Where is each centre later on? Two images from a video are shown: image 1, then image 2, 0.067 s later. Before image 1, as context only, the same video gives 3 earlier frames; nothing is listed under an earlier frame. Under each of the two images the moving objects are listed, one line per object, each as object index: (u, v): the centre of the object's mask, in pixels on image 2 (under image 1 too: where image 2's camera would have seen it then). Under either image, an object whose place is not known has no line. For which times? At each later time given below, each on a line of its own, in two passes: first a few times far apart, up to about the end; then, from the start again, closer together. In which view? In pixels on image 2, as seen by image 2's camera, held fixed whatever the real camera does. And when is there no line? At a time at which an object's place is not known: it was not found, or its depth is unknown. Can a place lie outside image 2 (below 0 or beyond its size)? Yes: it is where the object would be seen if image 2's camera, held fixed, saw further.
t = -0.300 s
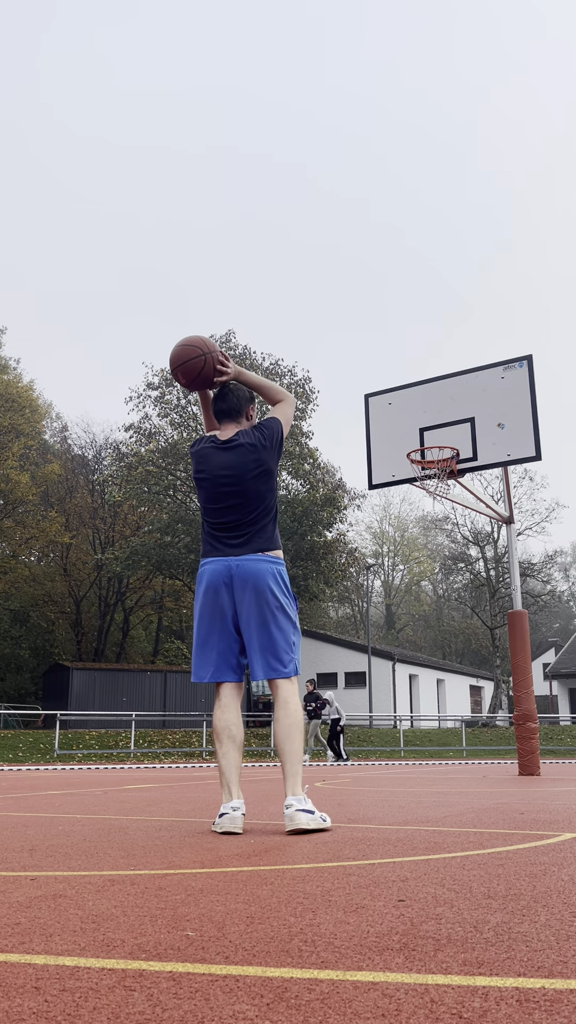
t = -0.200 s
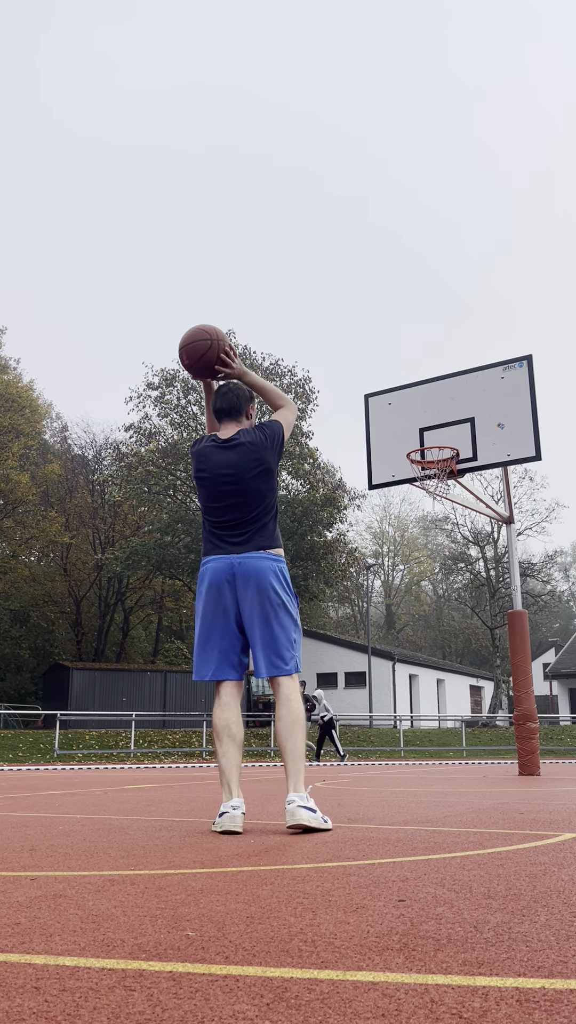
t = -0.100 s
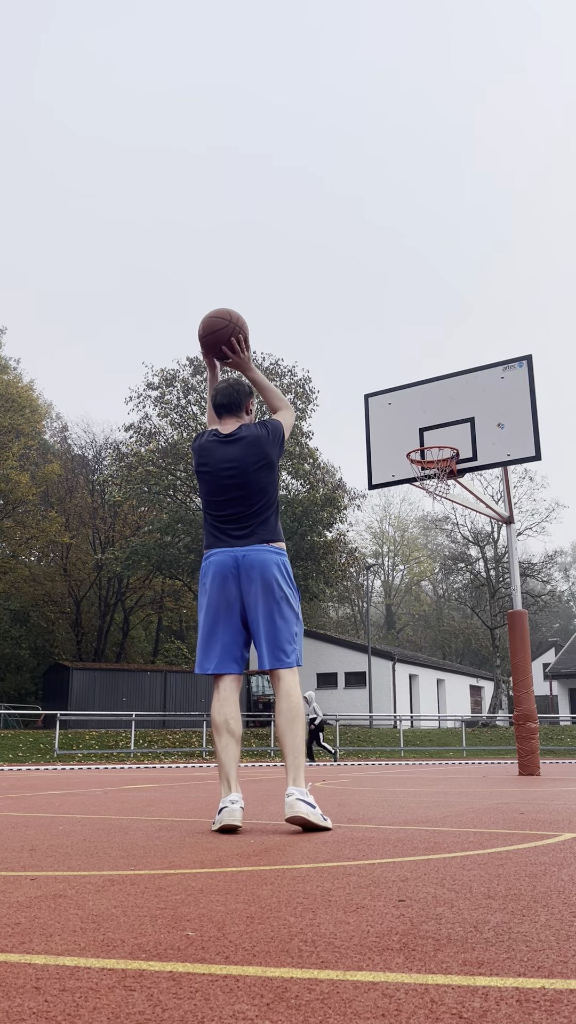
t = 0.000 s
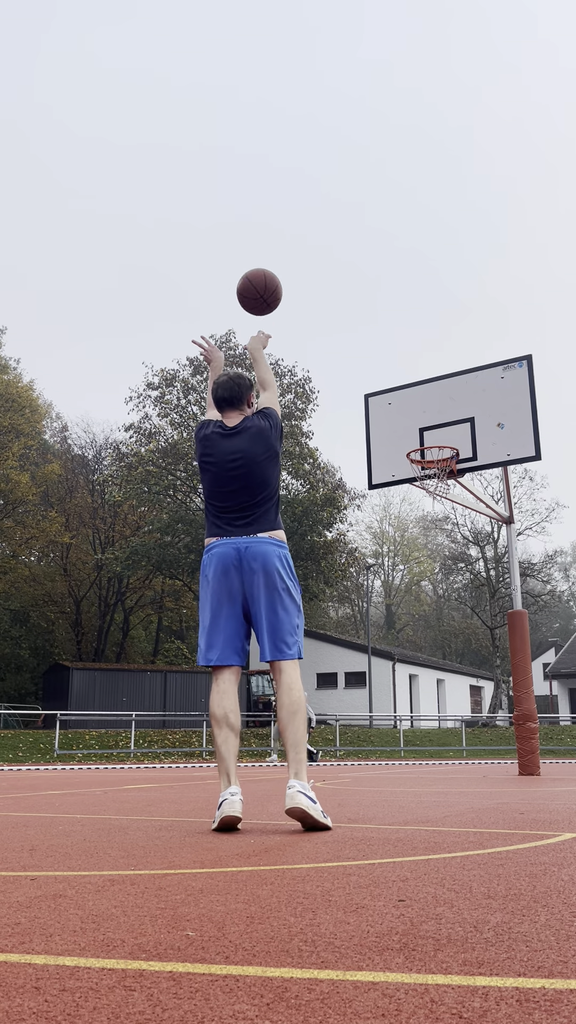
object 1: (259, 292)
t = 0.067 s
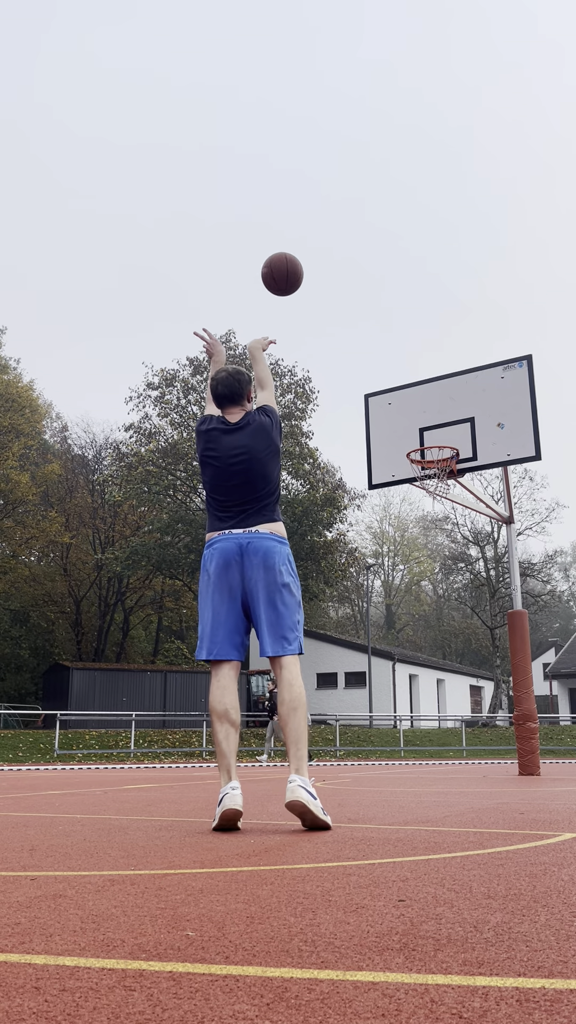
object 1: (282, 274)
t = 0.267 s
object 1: (334, 269)
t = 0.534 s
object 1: (380, 329)
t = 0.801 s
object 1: (413, 438)
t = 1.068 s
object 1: (468, 413)
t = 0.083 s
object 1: (287, 271)
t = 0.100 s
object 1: (292, 269)
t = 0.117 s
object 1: (297, 267)
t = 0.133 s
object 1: (302, 265)
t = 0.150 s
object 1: (306, 265)
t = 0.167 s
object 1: (311, 264)
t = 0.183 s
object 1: (315, 264)
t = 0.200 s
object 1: (319, 264)
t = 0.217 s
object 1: (323, 265)
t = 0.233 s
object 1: (327, 266)
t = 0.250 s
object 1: (331, 267)
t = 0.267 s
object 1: (334, 269)
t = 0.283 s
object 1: (338, 270)
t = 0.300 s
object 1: (341, 273)
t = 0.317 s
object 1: (344, 275)
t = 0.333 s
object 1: (348, 278)
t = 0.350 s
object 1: (351, 281)
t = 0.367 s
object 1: (354, 284)
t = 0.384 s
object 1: (357, 288)
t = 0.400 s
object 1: (360, 291)
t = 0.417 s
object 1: (362, 295)
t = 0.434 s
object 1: (365, 300)
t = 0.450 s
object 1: (368, 304)
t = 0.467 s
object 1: (370, 309)
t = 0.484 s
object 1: (373, 313)
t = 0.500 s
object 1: (375, 318)
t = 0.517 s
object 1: (378, 324)
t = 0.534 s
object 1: (380, 329)
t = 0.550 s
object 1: (382, 335)
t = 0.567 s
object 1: (385, 341)
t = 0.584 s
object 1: (387, 346)
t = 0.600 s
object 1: (389, 353)
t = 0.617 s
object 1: (391, 359)
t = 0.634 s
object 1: (394, 365)
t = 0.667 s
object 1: (398, 379)
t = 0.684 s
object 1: (400, 386)
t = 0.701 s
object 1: (402, 393)
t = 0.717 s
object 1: (403, 400)
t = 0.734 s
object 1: (405, 408)
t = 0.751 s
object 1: (407, 415)
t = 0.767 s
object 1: (409, 423)
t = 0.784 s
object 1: (411, 431)
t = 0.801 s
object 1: (413, 438)
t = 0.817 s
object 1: (413, 443)
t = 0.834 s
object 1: (420, 446)
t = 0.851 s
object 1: (426, 446)
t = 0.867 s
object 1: (430, 447)
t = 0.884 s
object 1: (435, 448)
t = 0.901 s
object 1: (440, 447)
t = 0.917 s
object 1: (444, 441)
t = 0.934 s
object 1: (448, 438)
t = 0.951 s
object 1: (452, 436)
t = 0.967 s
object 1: (455, 433)
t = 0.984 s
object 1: (457, 429)
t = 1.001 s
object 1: (459, 425)
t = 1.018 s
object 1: (461, 422)
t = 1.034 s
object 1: (464, 419)
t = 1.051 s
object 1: (466, 416)
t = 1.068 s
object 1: (468, 413)
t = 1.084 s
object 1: (471, 410)
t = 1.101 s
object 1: (473, 408)
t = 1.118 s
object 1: (476, 406)
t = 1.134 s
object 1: (478, 405)
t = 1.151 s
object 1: (481, 403)
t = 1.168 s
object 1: (483, 402)
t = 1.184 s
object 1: (486, 401)
